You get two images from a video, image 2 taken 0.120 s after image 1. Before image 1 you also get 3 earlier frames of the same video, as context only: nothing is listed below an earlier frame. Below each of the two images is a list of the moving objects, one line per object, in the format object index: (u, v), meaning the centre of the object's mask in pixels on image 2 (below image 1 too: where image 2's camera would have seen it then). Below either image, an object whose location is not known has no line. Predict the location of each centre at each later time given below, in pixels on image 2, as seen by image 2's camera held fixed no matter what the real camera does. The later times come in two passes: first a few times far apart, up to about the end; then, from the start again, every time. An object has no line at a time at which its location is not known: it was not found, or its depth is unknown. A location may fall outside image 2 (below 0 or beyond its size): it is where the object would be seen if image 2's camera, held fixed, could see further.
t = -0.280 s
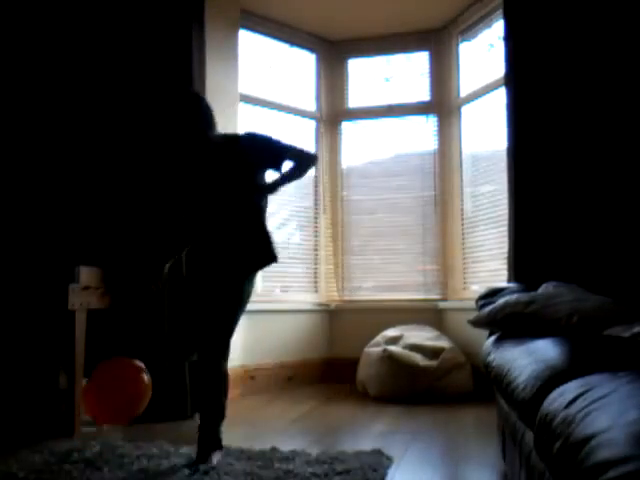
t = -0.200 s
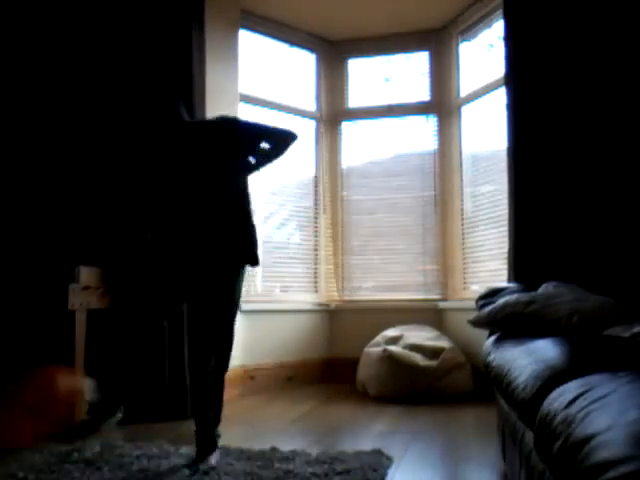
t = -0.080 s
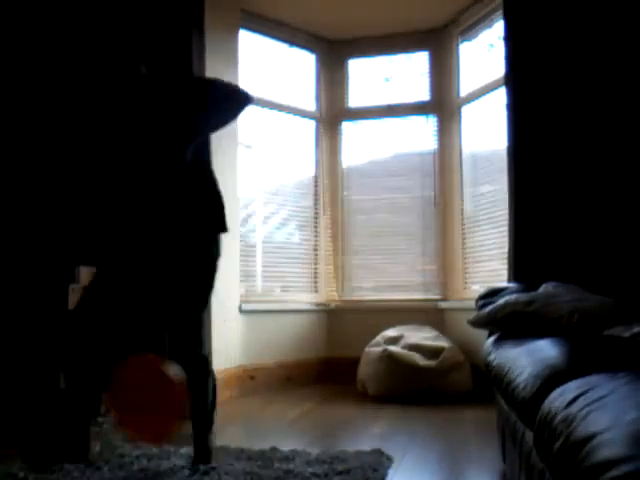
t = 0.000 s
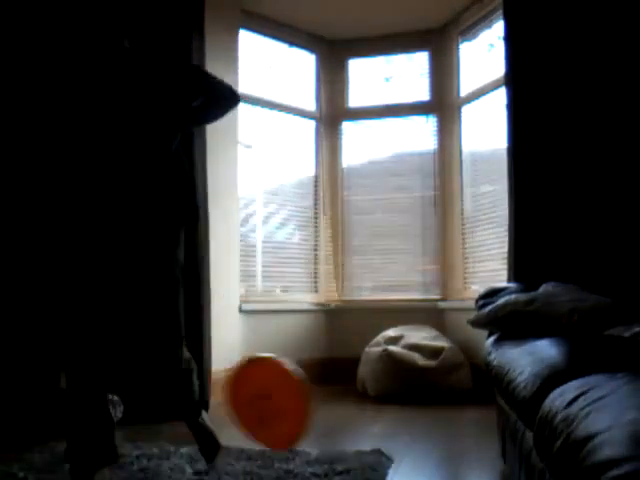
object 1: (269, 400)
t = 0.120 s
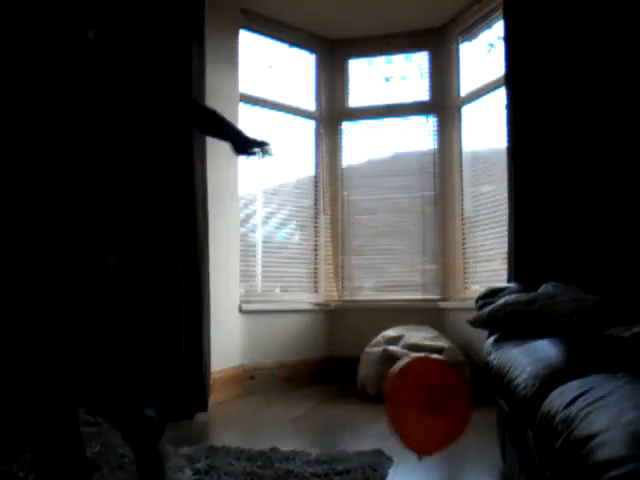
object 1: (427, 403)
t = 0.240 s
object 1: (439, 444)
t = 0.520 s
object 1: (388, 428)
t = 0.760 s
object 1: (359, 399)
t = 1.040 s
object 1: (332, 407)
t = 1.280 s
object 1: (318, 430)
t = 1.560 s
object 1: (299, 424)
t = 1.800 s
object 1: (285, 429)
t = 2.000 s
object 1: (278, 427)
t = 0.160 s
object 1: (456, 409)
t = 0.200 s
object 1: (450, 431)
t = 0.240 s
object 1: (439, 444)
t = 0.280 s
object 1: (428, 452)
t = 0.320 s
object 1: (419, 458)
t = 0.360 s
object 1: (413, 456)
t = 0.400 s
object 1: (406, 450)
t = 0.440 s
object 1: (400, 444)
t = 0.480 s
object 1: (394, 436)
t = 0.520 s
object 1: (388, 428)
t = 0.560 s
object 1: (382, 421)
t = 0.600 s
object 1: (377, 414)
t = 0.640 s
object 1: (373, 409)
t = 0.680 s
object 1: (368, 404)
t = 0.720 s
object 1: (363, 401)
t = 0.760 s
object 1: (359, 399)
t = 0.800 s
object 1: (355, 398)
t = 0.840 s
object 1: (351, 397)
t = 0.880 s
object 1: (347, 398)
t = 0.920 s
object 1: (343, 399)
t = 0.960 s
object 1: (339, 401)
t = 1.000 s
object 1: (336, 403)
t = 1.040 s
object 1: (332, 407)
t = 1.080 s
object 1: (329, 411)
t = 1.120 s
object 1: (327, 416)
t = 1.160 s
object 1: (324, 422)
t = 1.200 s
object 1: (322, 429)
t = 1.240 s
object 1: (320, 432)
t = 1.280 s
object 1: (318, 430)
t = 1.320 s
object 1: (315, 425)
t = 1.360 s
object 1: (313, 423)
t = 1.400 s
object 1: (310, 421)
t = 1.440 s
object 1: (307, 420)
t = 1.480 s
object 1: (305, 420)
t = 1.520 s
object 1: (302, 421)
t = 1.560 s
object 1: (299, 424)
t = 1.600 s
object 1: (296, 426)
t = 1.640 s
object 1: (293, 430)
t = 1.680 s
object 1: (291, 431)
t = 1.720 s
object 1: (289, 430)
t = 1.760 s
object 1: (287, 429)
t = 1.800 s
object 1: (285, 429)
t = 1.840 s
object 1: (283, 429)
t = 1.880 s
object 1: (281, 429)
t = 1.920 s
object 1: (280, 428)
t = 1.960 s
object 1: (279, 428)
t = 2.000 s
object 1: (278, 427)
